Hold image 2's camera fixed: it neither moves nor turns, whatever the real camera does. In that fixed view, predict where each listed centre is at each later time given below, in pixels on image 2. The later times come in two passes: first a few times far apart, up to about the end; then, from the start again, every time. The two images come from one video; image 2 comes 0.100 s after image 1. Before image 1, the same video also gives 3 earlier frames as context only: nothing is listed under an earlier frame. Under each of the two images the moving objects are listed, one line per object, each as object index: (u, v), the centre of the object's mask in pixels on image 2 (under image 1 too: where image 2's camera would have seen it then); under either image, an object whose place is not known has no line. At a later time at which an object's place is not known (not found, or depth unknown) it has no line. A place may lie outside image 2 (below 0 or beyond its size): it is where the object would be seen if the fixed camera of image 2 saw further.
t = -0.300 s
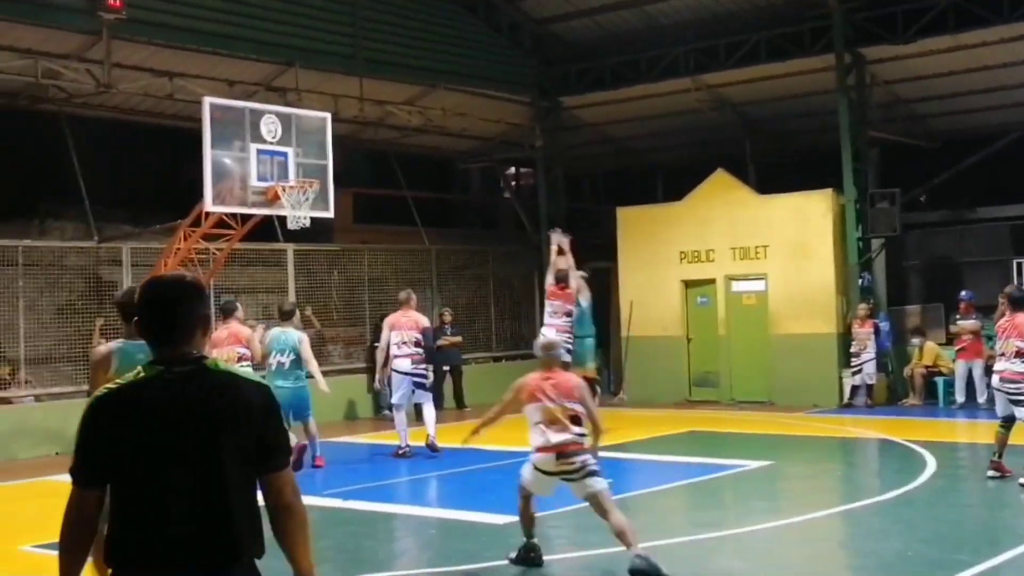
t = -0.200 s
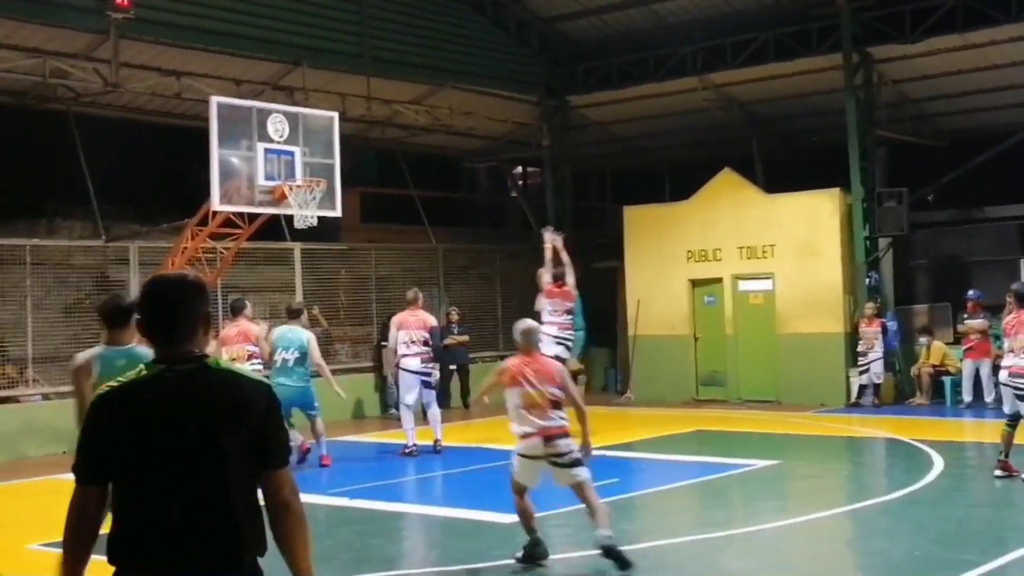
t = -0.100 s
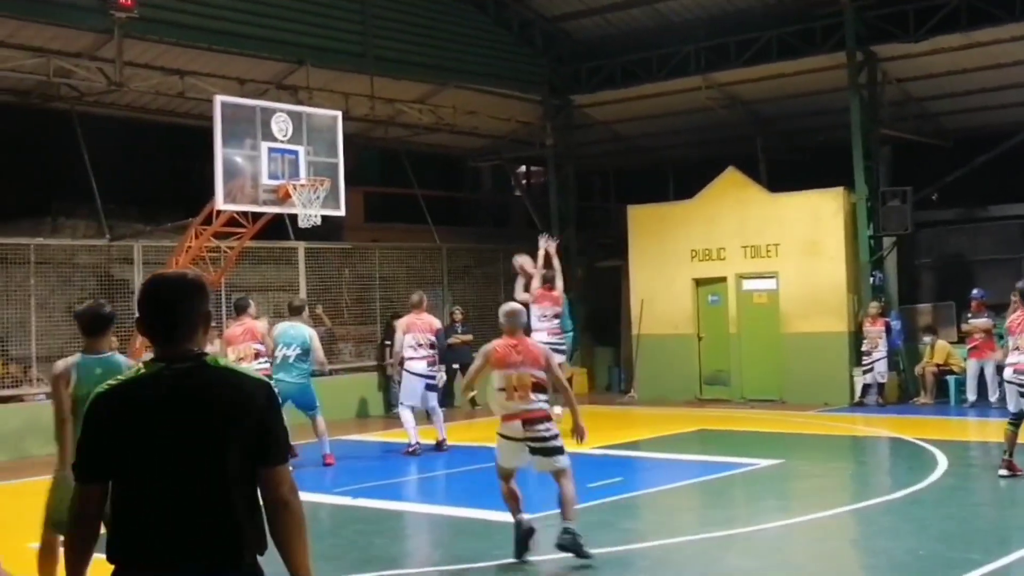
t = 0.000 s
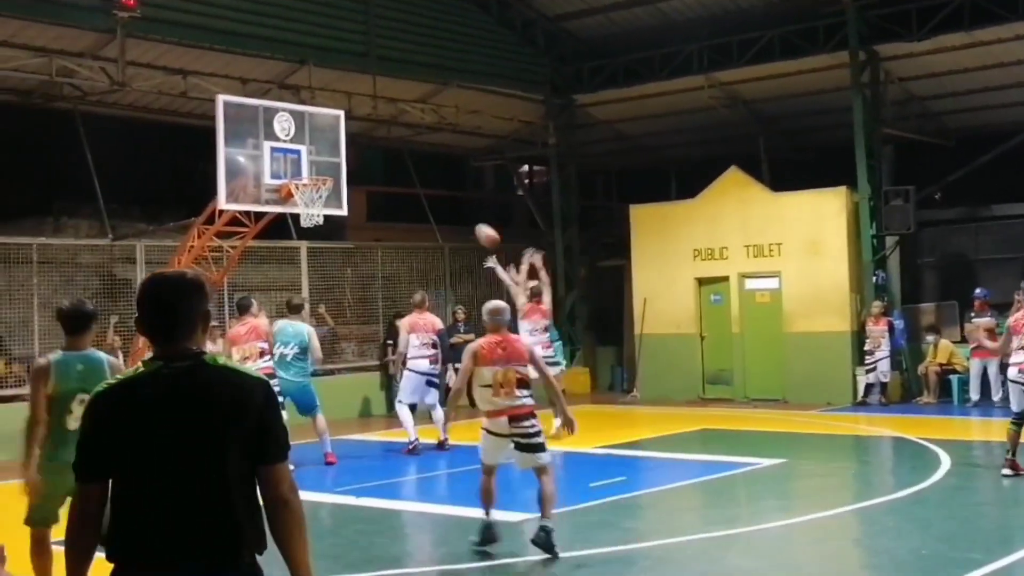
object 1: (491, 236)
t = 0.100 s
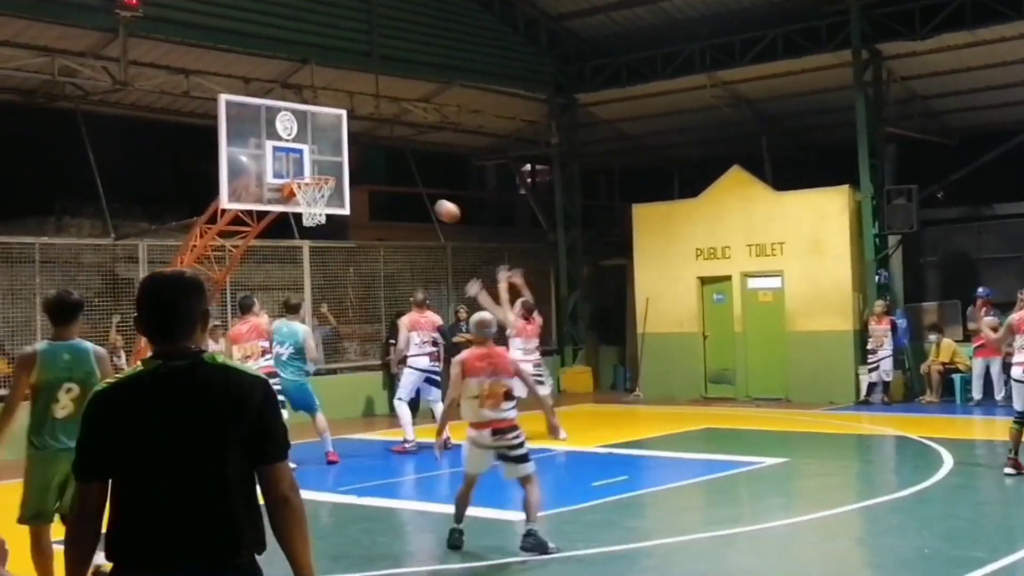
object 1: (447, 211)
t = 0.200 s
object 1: (405, 195)
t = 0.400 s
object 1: (385, 191)
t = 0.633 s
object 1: (470, 232)
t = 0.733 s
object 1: (503, 261)
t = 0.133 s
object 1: (433, 205)
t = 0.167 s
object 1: (419, 200)
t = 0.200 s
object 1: (405, 195)
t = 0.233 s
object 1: (390, 192)
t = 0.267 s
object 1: (376, 190)
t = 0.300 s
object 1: (363, 188)
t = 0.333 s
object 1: (362, 188)
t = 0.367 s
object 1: (374, 189)
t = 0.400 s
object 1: (385, 191)
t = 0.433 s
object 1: (398, 194)
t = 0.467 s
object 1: (410, 198)
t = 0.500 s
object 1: (423, 203)
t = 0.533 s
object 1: (435, 210)
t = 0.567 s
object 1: (447, 216)
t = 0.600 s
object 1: (458, 224)
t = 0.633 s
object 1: (470, 232)
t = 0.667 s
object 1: (481, 241)
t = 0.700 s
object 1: (493, 251)
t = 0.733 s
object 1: (503, 261)
